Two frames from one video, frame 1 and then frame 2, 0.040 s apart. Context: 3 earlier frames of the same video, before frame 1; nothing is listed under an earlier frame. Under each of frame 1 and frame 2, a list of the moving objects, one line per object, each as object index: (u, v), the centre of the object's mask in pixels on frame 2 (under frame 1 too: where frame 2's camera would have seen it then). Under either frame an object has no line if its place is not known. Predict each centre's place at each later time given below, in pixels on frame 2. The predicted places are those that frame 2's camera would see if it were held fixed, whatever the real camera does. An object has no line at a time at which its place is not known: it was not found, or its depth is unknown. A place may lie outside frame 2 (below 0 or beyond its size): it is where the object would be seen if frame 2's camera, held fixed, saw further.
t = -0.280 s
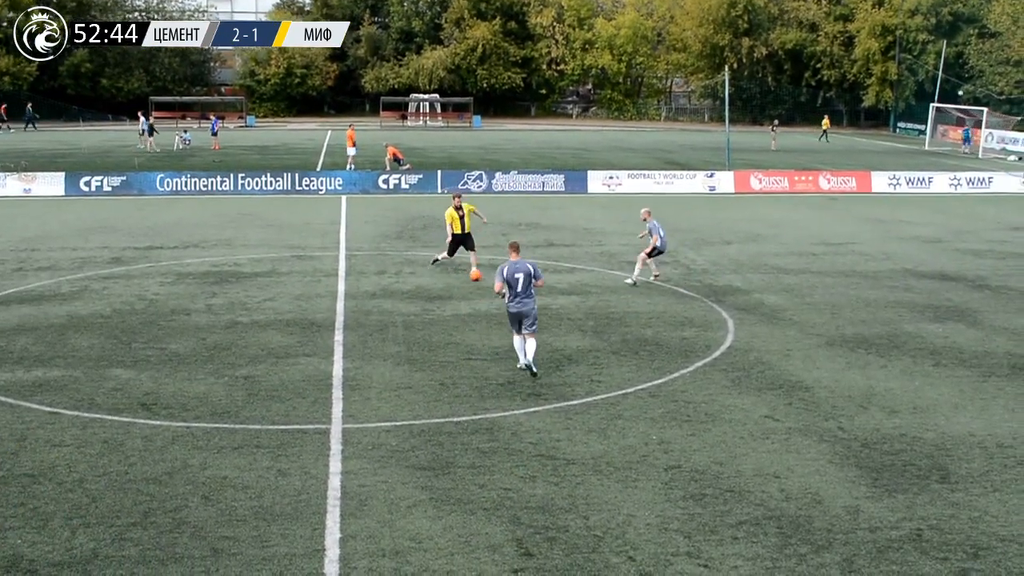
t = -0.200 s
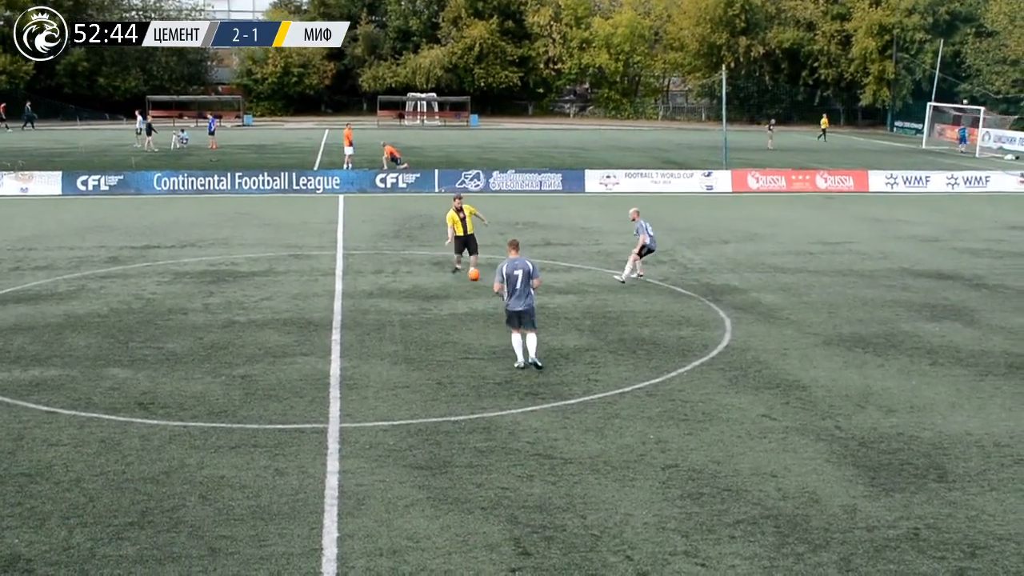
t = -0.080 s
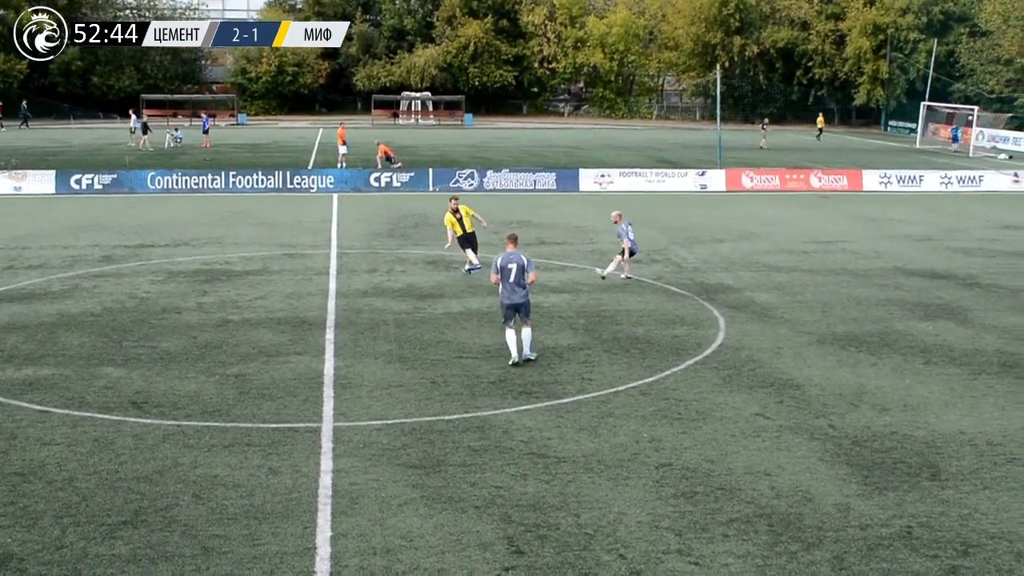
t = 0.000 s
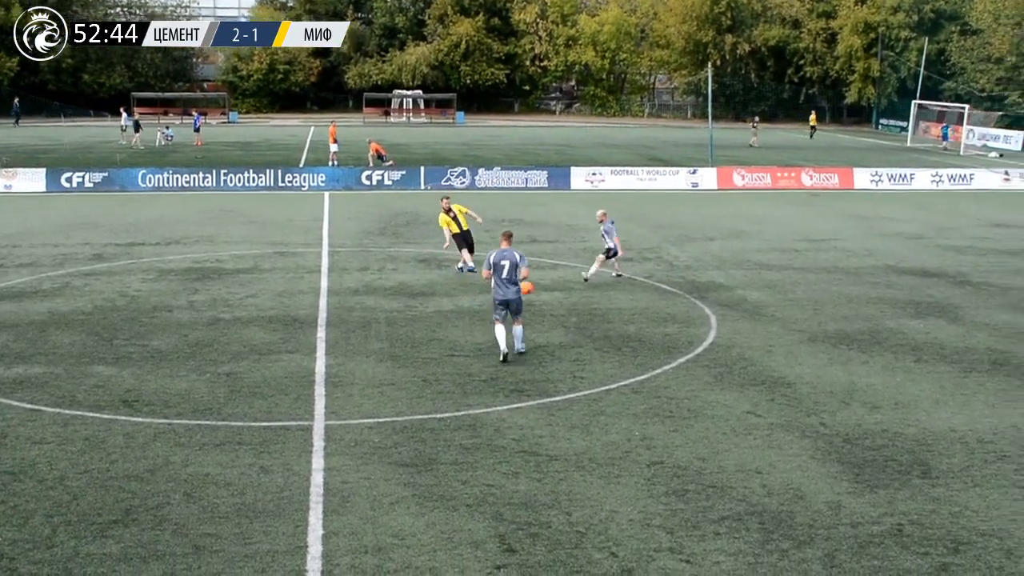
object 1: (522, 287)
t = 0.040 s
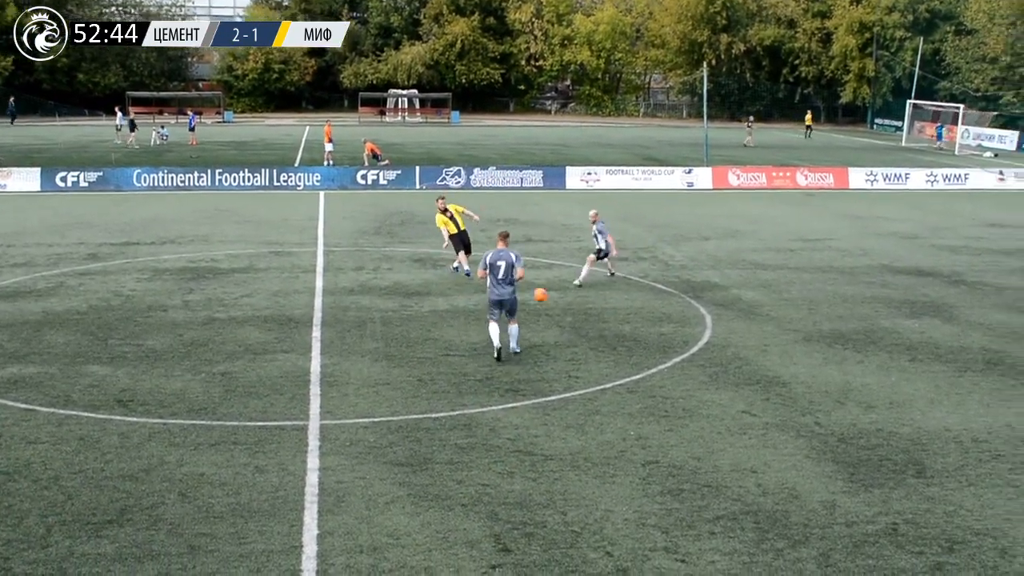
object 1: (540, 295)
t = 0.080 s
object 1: (559, 303)
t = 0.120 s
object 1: (579, 314)
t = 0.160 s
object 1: (599, 327)
